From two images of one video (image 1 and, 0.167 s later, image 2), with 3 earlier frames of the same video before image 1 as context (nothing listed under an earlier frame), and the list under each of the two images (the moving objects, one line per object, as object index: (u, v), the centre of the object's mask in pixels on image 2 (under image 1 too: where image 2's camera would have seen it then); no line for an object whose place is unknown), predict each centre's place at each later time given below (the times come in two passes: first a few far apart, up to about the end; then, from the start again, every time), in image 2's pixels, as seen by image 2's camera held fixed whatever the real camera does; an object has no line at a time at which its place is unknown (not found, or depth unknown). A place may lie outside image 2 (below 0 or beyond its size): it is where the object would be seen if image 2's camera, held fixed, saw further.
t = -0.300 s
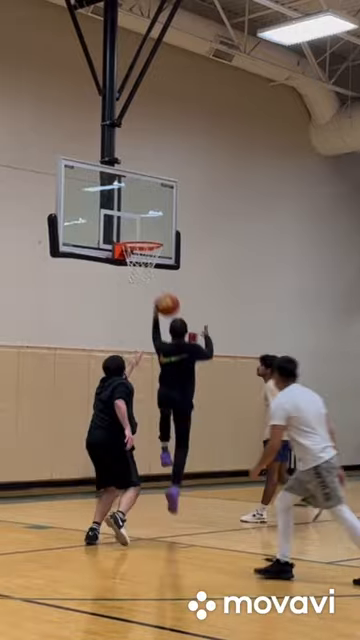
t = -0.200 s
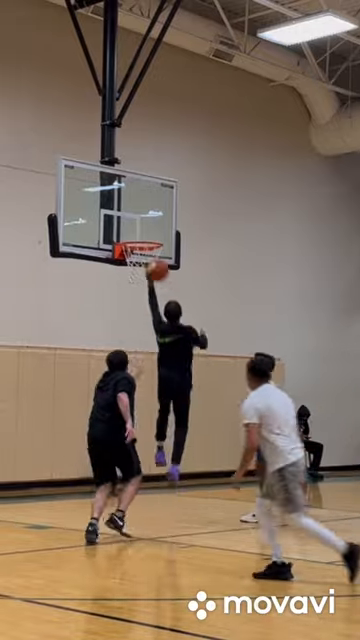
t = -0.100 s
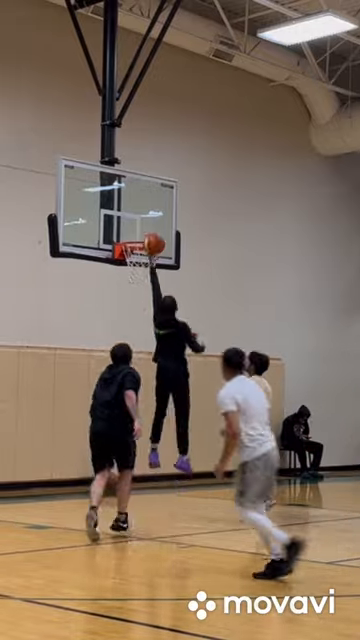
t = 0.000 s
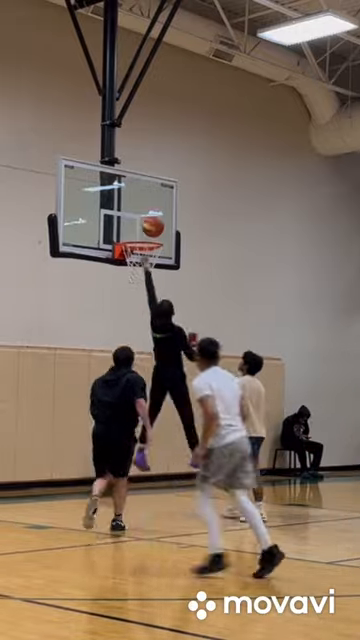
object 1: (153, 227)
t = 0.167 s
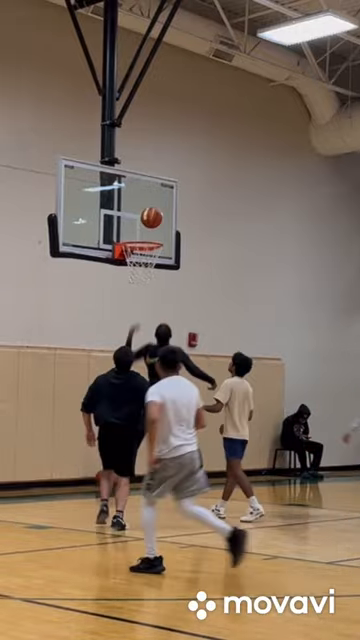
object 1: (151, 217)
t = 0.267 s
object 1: (150, 224)
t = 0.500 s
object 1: (145, 265)
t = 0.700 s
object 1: (137, 305)
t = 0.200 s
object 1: (151, 218)
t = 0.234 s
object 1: (151, 220)
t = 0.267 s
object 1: (150, 224)
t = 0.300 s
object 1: (149, 227)
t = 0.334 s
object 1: (149, 232)
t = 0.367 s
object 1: (149, 236)
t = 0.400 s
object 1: (149, 244)
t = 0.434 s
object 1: (150, 250)
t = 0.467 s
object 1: (147, 258)
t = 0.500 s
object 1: (145, 265)
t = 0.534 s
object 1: (144, 269)
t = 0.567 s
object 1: (143, 274)
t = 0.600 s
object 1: (142, 281)
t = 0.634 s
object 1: (140, 288)
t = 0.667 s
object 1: (139, 296)
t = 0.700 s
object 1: (137, 305)
